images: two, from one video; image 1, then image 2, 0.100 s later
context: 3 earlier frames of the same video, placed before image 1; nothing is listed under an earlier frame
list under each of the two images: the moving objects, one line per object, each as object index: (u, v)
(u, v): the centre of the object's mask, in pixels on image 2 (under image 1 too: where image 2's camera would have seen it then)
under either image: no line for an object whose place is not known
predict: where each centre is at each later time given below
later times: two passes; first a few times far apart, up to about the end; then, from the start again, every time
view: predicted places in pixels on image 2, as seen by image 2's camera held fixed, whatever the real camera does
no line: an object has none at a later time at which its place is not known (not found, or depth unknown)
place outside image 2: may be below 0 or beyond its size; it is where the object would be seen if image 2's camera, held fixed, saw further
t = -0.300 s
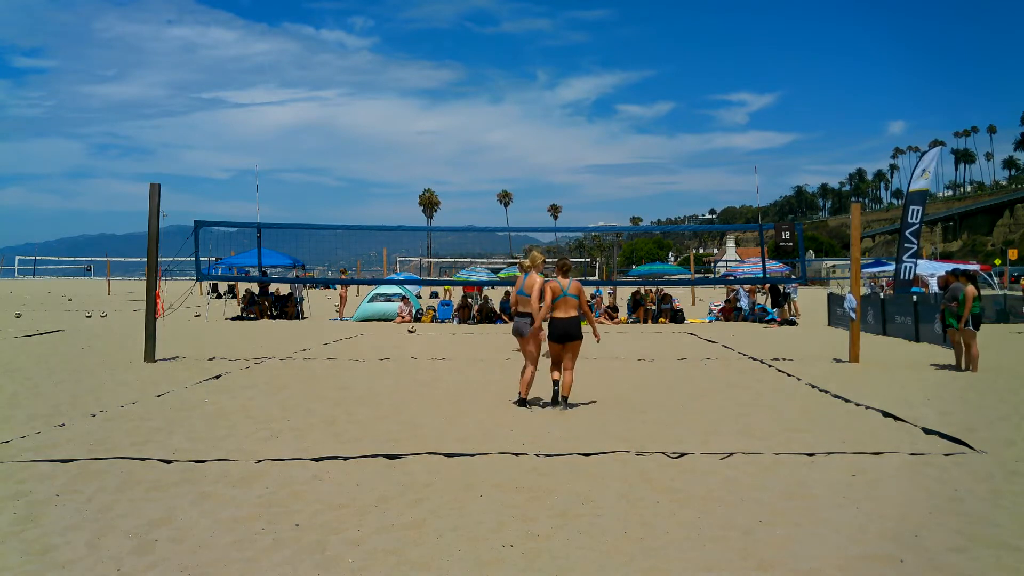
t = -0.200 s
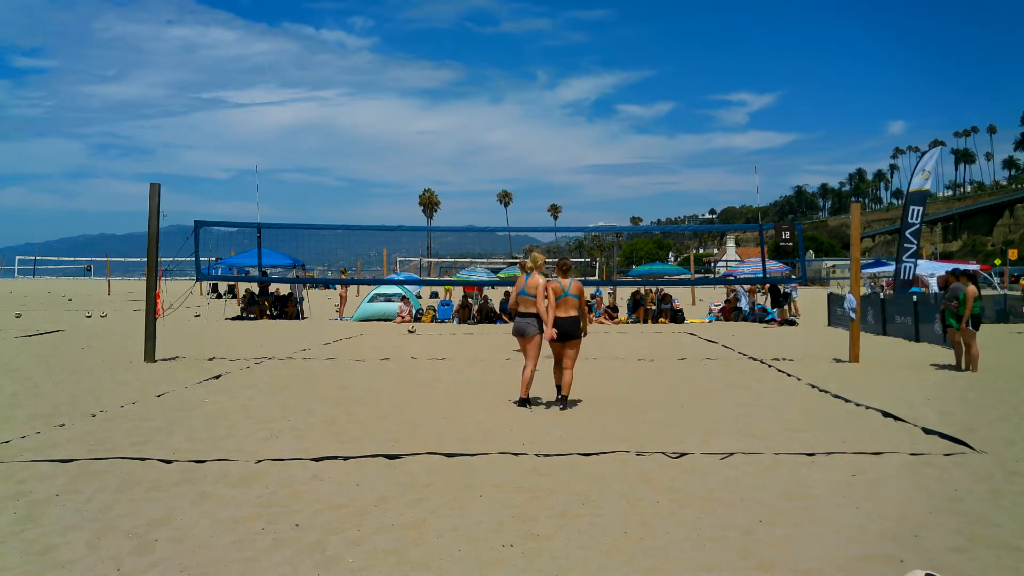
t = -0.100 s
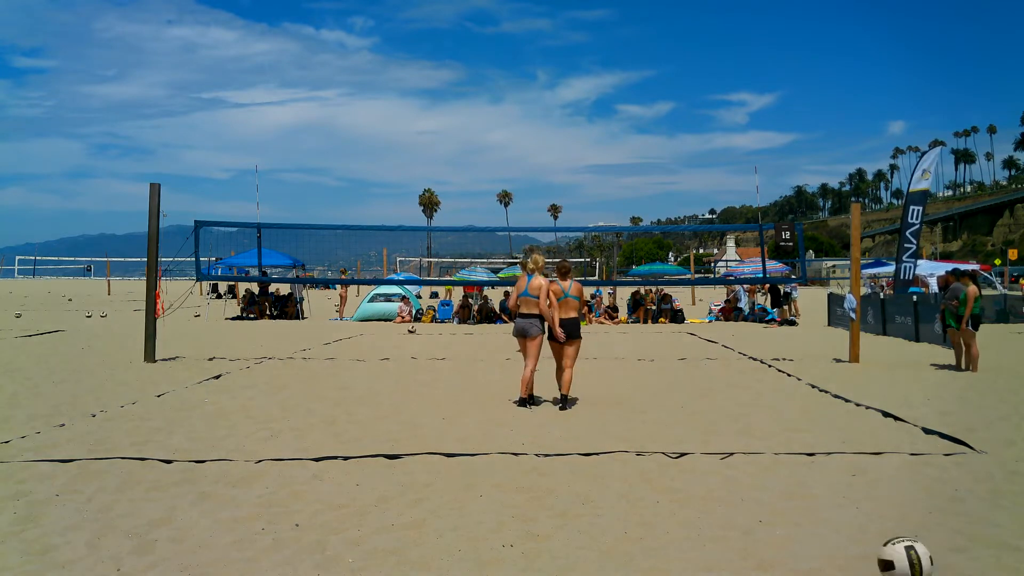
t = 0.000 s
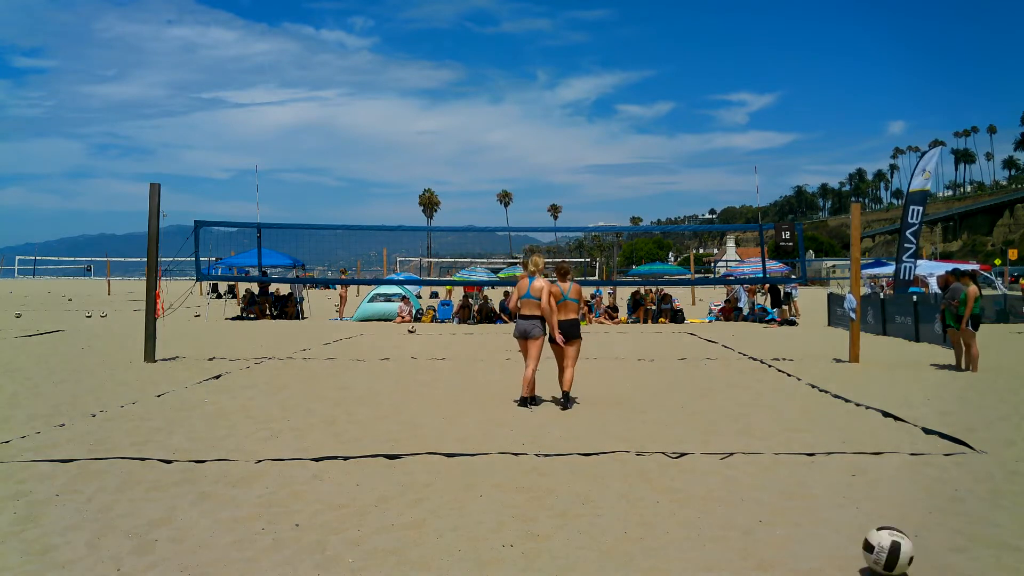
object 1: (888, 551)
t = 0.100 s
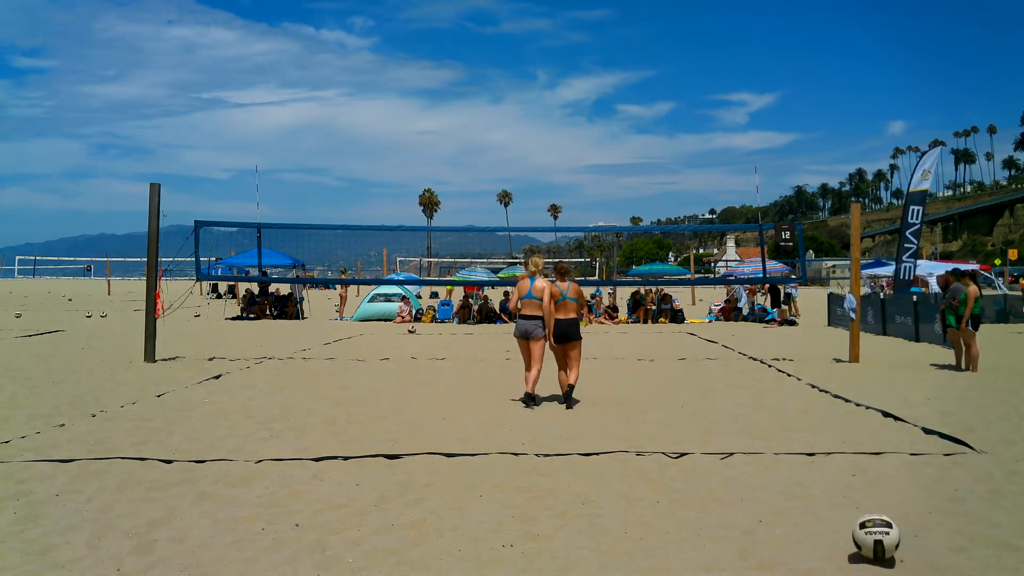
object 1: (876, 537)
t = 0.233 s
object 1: (861, 519)
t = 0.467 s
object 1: (842, 500)
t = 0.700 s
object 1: (835, 485)
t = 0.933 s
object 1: (834, 477)
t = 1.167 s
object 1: (836, 469)
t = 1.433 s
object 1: (828, 466)
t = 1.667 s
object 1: (821, 460)
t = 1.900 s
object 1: (818, 455)
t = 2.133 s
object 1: (807, 456)
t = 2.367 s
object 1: (805, 455)
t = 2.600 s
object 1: (809, 456)
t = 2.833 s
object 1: (811, 457)
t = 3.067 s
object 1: (811, 457)
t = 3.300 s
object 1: (811, 457)
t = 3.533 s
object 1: (811, 457)
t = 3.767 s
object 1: (811, 457)
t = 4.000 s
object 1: (811, 457)
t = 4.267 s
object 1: (811, 457)
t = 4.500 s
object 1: (811, 457)
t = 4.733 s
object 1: (811, 457)
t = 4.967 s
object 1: (811, 457)
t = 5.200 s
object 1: (811, 457)
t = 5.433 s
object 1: (811, 457)
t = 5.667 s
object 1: (811, 457)
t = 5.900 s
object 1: (811, 457)
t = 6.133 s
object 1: (811, 457)
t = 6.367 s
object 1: (811, 457)
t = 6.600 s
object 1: (811, 457)
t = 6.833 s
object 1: (811, 457)
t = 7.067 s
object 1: (811, 457)
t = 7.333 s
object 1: (811, 457)
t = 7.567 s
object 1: (811, 457)
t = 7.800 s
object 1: (811, 457)
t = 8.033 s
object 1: (811, 457)
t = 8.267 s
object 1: (811, 457)
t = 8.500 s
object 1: (811, 457)
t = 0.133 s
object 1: (873, 532)
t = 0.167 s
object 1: (869, 526)
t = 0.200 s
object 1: (865, 521)
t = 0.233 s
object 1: (861, 519)
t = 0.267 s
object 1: (858, 518)
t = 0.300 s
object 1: (855, 513)
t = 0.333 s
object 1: (851, 510)
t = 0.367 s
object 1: (848, 510)
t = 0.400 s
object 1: (846, 507)
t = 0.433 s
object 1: (844, 502)
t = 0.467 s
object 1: (842, 500)
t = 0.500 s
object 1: (840, 498)
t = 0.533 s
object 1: (839, 494)
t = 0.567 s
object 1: (838, 492)
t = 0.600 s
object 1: (838, 491)
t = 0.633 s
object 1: (837, 489)
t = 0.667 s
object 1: (836, 487)
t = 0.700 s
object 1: (835, 485)
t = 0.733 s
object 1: (835, 485)
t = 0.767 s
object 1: (834, 486)
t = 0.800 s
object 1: (834, 482)
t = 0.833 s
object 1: (834, 479)
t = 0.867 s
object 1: (834, 478)
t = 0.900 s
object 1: (834, 478)
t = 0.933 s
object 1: (834, 477)
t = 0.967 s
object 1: (834, 477)
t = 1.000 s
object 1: (834, 477)
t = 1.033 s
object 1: (835, 475)
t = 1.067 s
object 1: (836, 473)
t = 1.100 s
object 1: (836, 471)
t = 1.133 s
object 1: (836, 470)
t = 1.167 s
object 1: (836, 469)
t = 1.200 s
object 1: (836, 469)
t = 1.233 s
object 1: (836, 469)
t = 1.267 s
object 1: (836, 468)
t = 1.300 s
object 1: (835, 467)
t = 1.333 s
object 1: (834, 467)
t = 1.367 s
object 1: (832, 466)
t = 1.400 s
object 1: (830, 467)
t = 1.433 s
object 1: (828, 466)
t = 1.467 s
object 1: (827, 465)
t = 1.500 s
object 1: (826, 464)
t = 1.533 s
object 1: (825, 464)
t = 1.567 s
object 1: (823, 463)
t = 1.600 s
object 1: (822, 462)
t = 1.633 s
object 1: (822, 461)
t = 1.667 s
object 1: (821, 460)
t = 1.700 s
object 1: (821, 458)
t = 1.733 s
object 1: (821, 457)
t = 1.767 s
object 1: (820, 456)
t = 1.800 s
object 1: (820, 455)
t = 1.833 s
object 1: (820, 455)
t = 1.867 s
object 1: (819, 455)
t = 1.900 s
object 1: (818, 455)
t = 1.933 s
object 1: (817, 454)
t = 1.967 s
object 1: (815, 455)
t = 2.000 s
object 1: (814, 455)
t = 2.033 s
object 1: (812, 455)
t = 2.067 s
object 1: (810, 456)
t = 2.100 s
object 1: (808, 456)
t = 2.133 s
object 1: (807, 456)
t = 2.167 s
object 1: (806, 455)
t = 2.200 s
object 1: (805, 455)
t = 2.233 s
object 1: (804, 455)
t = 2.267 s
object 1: (804, 455)
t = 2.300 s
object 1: (804, 455)
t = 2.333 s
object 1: (805, 455)
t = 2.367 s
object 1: (805, 455)
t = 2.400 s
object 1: (806, 455)
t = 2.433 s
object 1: (807, 455)
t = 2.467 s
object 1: (807, 455)
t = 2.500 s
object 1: (808, 456)
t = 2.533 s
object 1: (808, 456)
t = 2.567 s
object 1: (808, 456)
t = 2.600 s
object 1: (809, 456)
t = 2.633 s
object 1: (810, 456)
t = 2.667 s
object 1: (811, 457)
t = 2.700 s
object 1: (811, 457)
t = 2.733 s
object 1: (811, 457)
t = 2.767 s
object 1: (811, 457)
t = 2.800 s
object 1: (811, 457)
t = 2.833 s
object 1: (811, 457)
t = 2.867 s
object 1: (811, 457)
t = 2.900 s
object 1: (811, 457)
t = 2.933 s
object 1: (811, 457)
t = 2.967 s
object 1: (811, 457)
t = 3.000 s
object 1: (811, 457)
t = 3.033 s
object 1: (811, 457)
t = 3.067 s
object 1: (811, 457)
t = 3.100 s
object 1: (811, 457)
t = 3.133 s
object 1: (811, 457)
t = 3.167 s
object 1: (811, 457)
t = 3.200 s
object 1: (810, 457)
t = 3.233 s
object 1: (810, 457)
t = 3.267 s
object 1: (810, 457)
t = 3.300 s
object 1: (811, 457)
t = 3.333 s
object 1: (811, 457)
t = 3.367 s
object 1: (811, 457)
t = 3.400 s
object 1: (811, 457)
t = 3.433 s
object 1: (811, 457)
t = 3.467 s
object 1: (811, 457)
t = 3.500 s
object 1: (811, 457)
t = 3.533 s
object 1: (811, 457)
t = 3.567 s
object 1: (811, 457)
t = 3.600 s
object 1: (811, 457)
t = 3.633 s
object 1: (811, 457)
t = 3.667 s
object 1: (811, 457)
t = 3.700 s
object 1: (811, 457)
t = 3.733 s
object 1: (811, 457)
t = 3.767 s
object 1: (811, 457)
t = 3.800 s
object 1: (811, 457)
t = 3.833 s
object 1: (811, 457)
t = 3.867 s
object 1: (811, 457)
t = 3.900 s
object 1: (811, 457)
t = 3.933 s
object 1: (811, 457)
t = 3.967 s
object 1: (811, 457)
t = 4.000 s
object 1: (811, 457)
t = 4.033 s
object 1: (811, 457)
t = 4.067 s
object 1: (811, 457)
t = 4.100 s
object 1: (811, 457)
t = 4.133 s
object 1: (811, 457)
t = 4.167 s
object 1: (811, 457)
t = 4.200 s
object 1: (811, 457)
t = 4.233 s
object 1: (811, 457)
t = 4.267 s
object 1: (811, 457)
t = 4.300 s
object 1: (811, 457)
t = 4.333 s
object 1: (811, 457)
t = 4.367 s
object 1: (811, 457)
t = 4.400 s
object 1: (811, 457)
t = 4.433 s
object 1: (811, 457)
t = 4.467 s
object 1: (811, 457)
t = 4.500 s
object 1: (811, 457)
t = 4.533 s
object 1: (811, 457)
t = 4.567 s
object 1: (811, 457)
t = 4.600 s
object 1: (811, 457)
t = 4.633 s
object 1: (811, 457)
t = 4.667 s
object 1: (811, 457)
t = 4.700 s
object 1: (811, 457)
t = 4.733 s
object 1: (811, 457)
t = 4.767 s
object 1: (811, 457)
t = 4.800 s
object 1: (811, 457)
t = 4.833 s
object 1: (811, 457)
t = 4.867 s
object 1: (811, 457)
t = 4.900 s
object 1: (811, 457)
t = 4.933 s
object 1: (811, 457)
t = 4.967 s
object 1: (811, 457)
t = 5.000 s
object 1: (811, 457)
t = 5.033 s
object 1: (811, 457)
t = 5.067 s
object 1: (811, 457)
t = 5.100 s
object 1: (811, 457)
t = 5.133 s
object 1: (811, 457)
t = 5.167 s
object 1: (811, 457)
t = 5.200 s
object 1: (811, 457)
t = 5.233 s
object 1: (811, 457)
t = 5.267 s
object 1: (811, 457)
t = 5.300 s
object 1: (811, 457)
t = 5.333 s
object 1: (811, 457)
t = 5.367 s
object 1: (811, 457)
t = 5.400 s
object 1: (811, 457)
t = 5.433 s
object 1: (811, 457)
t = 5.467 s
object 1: (811, 457)
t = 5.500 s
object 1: (811, 457)
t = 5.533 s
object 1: (811, 457)
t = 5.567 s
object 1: (811, 457)
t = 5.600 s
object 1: (811, 457)
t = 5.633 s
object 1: (811, 457)
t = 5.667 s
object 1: (811, 457)
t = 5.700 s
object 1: (811, 457)
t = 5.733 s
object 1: (811, 457)
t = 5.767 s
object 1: (811, 457)
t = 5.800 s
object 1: (811, 457)
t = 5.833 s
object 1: (811, 457)
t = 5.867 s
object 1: (811, 457)
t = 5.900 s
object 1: (811, 457)
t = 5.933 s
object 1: (811, 457)
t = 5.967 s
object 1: (811, 457)
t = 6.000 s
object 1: (811, 457)
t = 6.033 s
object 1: (811, 457)
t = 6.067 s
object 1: (811, 457)
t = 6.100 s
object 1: (811, 457)
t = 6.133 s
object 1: (811, 457)
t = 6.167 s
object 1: (811, 457)
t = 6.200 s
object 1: (811, 457)
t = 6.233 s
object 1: (811, 457)
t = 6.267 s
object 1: (811, 457)
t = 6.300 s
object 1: (811, 457)
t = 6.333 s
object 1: (811, 457)
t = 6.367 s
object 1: (811, 457)
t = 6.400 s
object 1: (811, 457)
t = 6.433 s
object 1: (811, 457)
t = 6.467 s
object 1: (811, 457)
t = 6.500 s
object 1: (811, 457)
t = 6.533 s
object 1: (811, 457)
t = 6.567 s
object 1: (811, 457)
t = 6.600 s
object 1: (811, 457)
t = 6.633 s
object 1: (811, 457)
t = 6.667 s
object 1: (811, 457)
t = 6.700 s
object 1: (811, 457)
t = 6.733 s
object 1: (811, 457)
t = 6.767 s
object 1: (811, 457)
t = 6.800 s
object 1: (811, 457)
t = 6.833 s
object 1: (811, 457)
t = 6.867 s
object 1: (811, 457)
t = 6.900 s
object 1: (811, 457)
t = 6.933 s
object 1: (811, 457)
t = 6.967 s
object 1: (811, 457)
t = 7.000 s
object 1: (811, 457)
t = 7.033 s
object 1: (811, 457)
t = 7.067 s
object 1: (811, 457)
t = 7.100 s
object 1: (811, 457)
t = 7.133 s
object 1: (811, 457)
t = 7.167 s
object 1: (811, 457)
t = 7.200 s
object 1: (811, 457)
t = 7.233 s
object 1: (811, 457)
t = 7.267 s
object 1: (811, 457)
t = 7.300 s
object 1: (811, 457)
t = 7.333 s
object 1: (811, 457)
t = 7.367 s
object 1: (811, 457)
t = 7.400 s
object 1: (811, 457)
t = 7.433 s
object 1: (811, 457)
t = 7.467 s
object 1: (811, 457)
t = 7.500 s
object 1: (811, 457)
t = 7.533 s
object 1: (811, 457)
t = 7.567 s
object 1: (811, 457)
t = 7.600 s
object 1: (811, 457)
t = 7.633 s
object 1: (811, 457)
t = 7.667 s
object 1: (811, 457)
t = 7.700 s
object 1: (811, 457)
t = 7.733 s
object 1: (811, 457)
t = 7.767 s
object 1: (811, 457)
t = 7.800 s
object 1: (811, 457)
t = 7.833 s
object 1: (811, 457)
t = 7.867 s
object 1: (811, 457)
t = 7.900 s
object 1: (811, 457)
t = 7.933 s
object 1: (811, 457)
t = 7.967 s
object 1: (811, 457)
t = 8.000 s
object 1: (811, 457)
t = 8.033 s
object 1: (811, 457)
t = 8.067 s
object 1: (811, 457)
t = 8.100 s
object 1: (811, 457)
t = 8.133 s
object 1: (811, 457)
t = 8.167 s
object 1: (811, 457)
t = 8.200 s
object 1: (811, 457)
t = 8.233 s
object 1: (811, 457)
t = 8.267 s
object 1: (811, 457)
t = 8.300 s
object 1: (811, 457)
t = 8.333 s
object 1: (811, 457)
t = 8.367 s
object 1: (811, 457)
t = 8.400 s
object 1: (811, 457)
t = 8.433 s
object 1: (811, 457)
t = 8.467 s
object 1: (811, 457)
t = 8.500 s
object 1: (811, 457)
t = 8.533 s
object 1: (811, 457)
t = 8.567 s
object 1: (811, 457)
